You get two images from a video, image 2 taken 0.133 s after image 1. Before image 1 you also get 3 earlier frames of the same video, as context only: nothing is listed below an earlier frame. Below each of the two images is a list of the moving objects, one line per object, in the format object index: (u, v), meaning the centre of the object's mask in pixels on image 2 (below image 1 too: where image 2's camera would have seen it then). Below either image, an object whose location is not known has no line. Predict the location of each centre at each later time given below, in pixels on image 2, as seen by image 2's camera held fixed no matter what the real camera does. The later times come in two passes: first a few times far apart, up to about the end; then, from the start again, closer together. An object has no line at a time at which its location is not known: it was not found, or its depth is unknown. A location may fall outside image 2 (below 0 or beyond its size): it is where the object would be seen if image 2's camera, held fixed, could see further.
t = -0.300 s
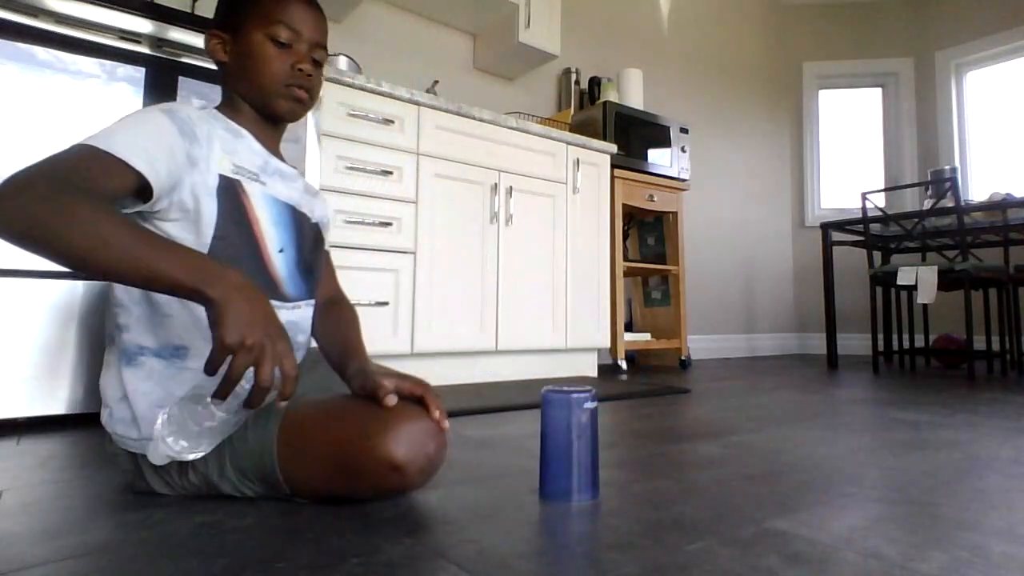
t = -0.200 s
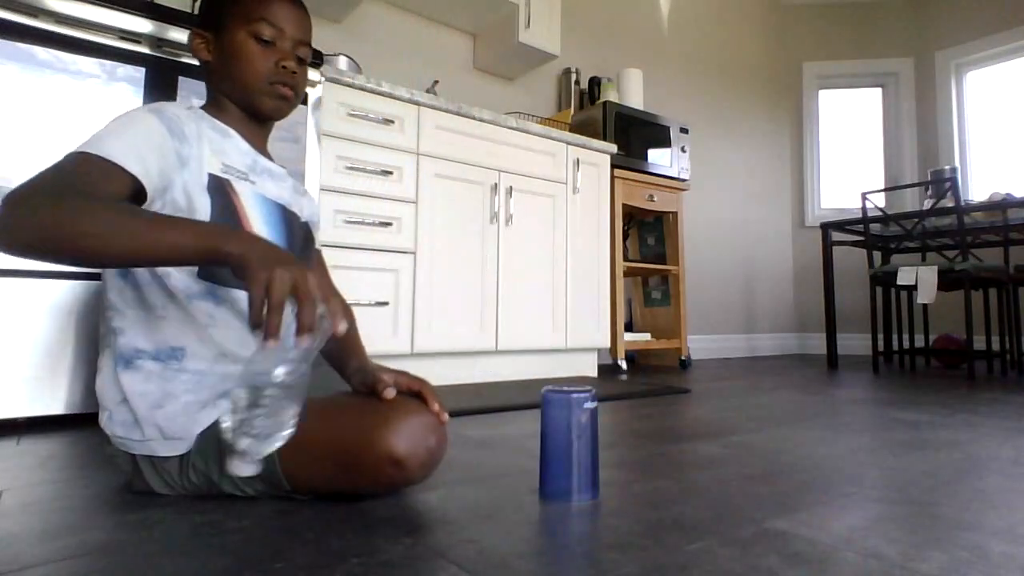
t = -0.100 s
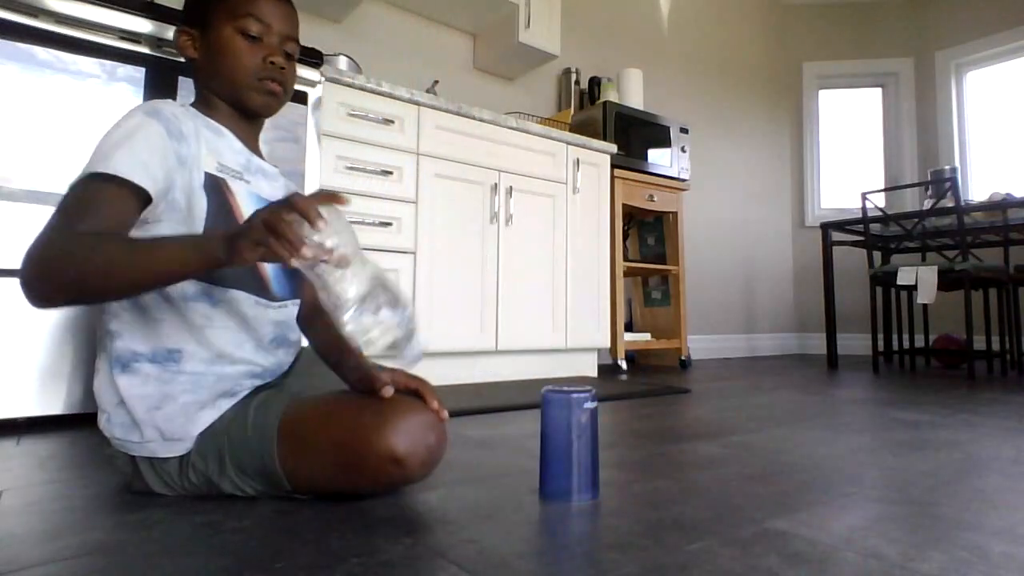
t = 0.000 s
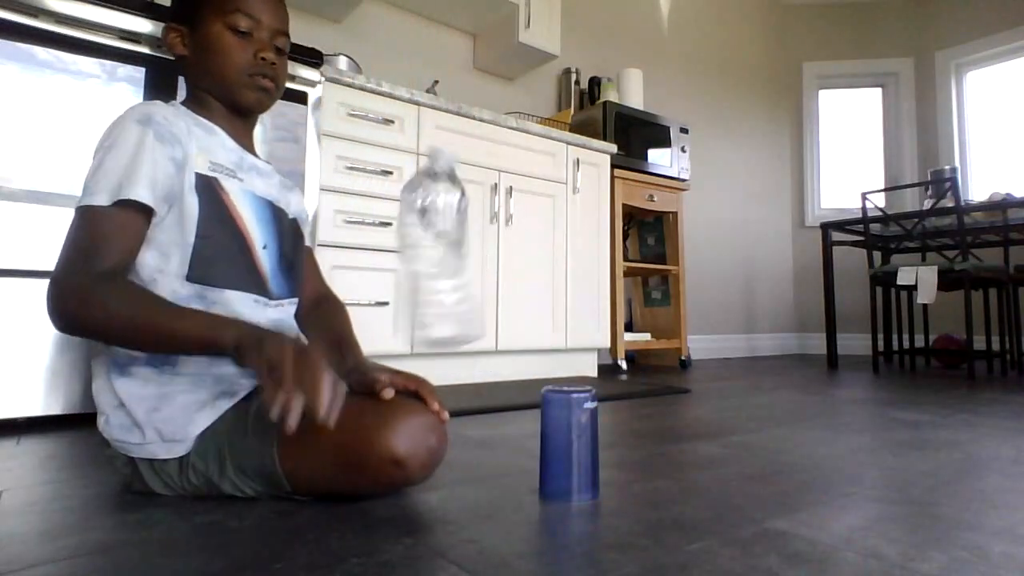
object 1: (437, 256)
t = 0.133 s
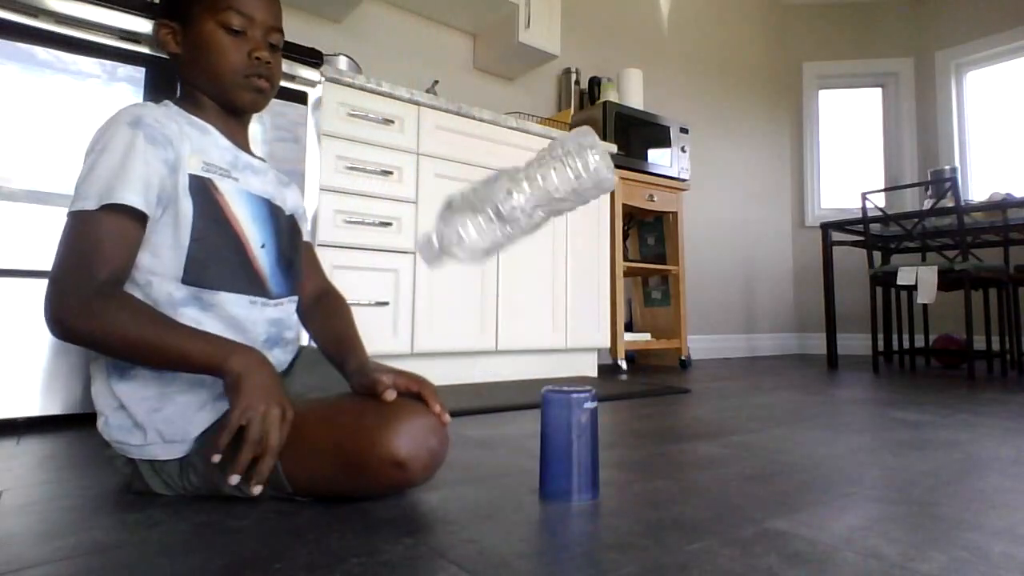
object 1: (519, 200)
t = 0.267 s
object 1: (574, 429)
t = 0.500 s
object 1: (618, 453)
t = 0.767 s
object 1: (639, 449)
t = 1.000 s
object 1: (638, 446)
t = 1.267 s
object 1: (613, 445)
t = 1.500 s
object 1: (619, 445)
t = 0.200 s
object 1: (543, 274)
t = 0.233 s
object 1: (556, 340)
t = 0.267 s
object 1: (574, 429)
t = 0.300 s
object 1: (587, 452)
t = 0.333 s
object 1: (596, 452)
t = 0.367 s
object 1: (600, 452)
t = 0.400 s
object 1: (604, 453)
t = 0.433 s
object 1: (607, 452)
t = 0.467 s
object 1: (612, 453)
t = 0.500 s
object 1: (618, 453)
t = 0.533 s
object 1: (623, 453)
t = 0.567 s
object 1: (627, 452)
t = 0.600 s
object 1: (630, 452)
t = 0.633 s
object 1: (632, 452)
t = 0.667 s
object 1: (634, 451)
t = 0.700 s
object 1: (636, 450)
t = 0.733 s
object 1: (637, 450)
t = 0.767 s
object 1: (639, 449)
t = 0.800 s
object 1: (639, 449)
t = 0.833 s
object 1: (639, 448)
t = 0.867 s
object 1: (639, 448)
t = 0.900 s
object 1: (639, 447)
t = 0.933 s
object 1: (638, 447)
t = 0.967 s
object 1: (638, 447)
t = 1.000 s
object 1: (638, 446)
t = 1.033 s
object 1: (637, 446)
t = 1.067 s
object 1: (635, 445)
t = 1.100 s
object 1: (632, 445)
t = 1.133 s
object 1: (628, 445)
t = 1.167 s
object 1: (623, 445)
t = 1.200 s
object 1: (618, 445)
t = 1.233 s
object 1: (615, 445)
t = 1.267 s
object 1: (613, 445)
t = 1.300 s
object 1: (612, 445)
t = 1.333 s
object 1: (612, 445)
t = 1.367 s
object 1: (613, 445)
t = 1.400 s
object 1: (614, 445)
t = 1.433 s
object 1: (617, 446)
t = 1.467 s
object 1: (619, 445)
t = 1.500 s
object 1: (619, 445)
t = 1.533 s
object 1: (619, 445)
